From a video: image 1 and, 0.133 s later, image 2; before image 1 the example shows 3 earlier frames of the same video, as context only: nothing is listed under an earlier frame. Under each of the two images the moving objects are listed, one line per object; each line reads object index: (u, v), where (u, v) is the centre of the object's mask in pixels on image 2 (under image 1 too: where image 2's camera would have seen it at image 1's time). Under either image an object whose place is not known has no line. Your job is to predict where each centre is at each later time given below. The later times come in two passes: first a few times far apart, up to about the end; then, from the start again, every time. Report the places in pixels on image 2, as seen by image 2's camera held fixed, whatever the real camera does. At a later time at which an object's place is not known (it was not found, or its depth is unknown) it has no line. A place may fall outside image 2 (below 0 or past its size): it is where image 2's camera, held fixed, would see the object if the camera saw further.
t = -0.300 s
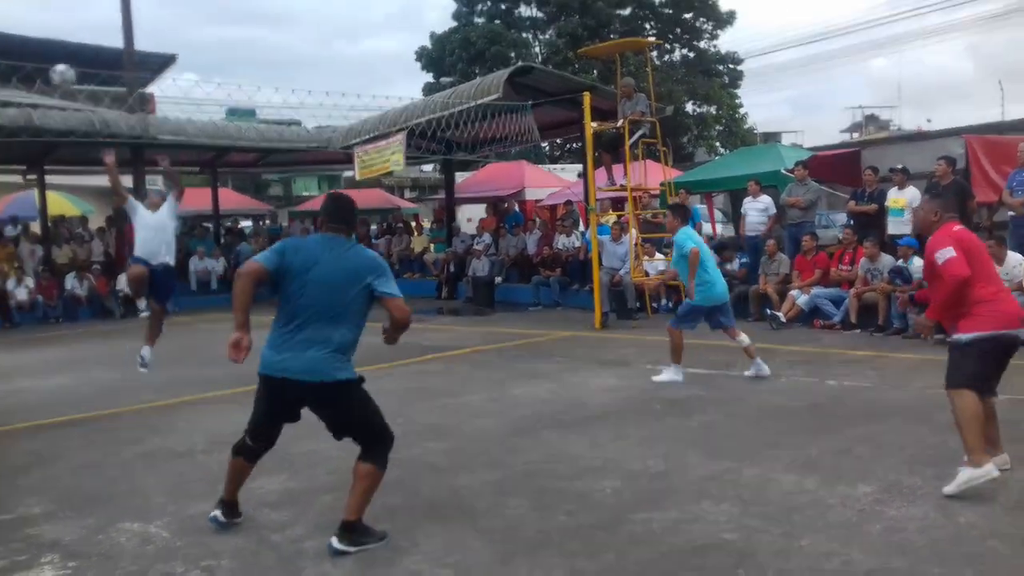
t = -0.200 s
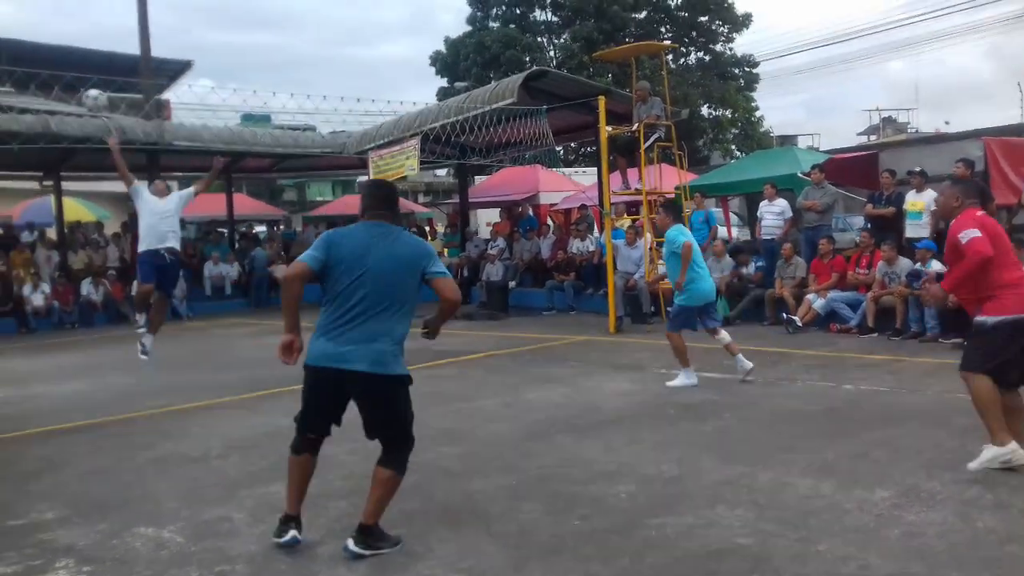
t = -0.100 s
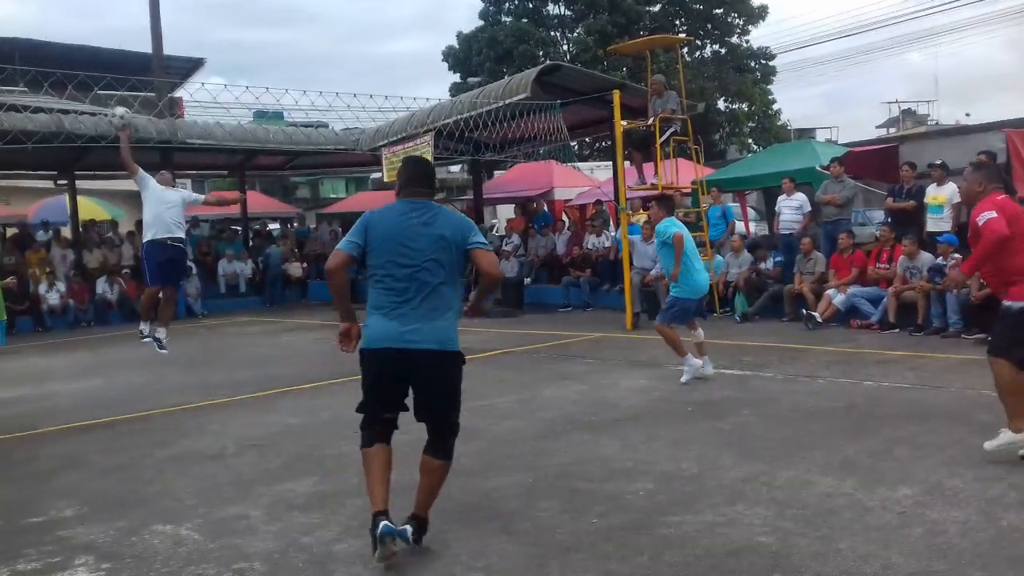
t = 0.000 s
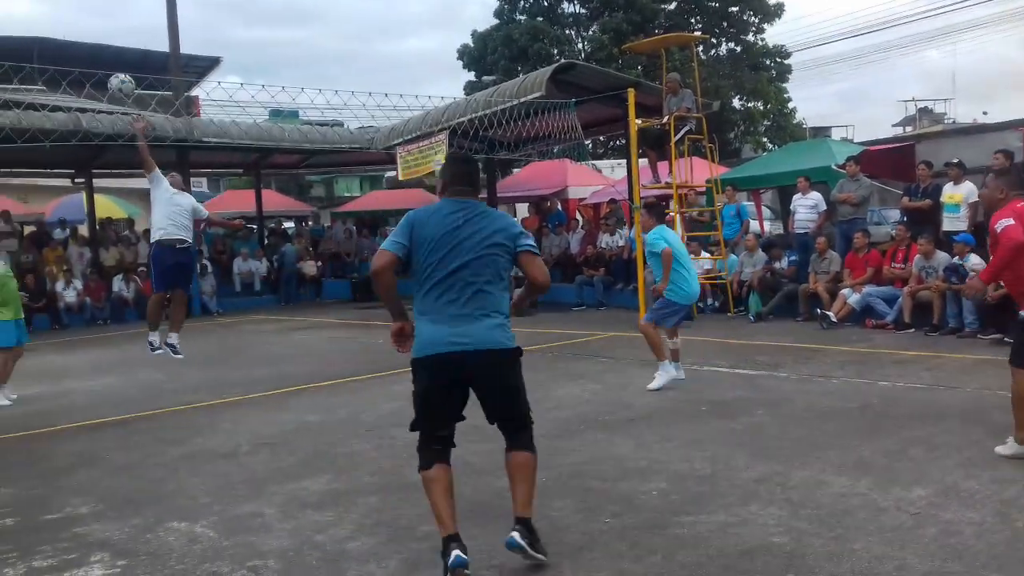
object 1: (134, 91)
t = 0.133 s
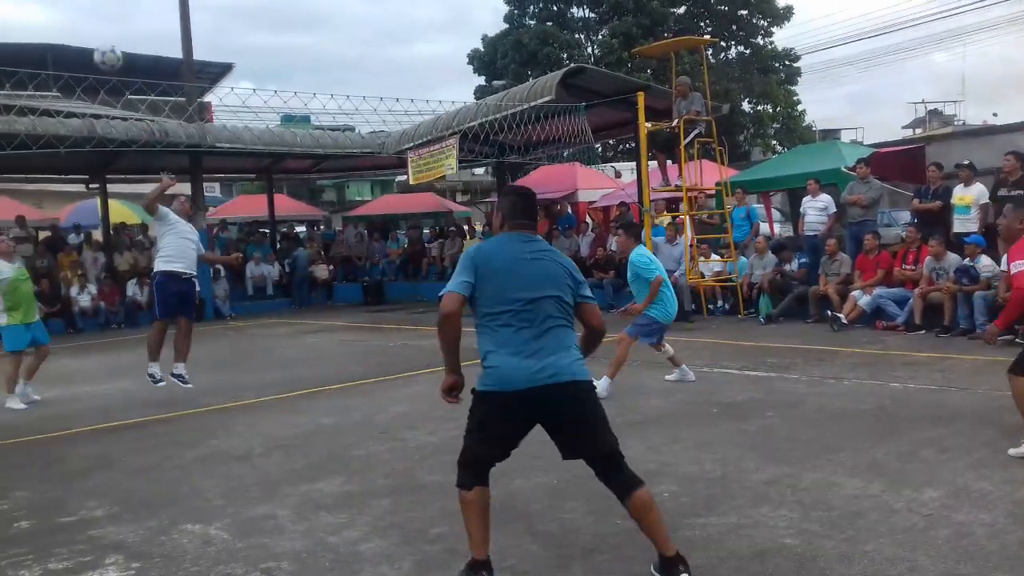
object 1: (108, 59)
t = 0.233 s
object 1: (86, 43)
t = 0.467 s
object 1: (29, 57)
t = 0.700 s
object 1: (-38, 169)
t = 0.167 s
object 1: (101, 53)
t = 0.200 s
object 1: (94, 48)
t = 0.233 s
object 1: (86, 43)
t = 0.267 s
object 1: (79, 42)
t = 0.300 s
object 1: (72, 41)
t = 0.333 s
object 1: (64, 41)
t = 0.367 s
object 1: (55, 43)
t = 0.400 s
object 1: (47, 45)
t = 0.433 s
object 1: (38, 50)
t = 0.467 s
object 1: (29, 57)
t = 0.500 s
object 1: (20, 65)
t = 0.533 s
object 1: (10, 76)
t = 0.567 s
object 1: (0, 88)
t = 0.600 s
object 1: (-9, 105)
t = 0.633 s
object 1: (-19, 124)
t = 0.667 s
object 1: (-29, 144)
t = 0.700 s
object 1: (-38, 169)
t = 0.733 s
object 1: (-48, 195)
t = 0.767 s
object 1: (-59, 221)
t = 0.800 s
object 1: (-70, 258)
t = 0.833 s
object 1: (-81, 295)
